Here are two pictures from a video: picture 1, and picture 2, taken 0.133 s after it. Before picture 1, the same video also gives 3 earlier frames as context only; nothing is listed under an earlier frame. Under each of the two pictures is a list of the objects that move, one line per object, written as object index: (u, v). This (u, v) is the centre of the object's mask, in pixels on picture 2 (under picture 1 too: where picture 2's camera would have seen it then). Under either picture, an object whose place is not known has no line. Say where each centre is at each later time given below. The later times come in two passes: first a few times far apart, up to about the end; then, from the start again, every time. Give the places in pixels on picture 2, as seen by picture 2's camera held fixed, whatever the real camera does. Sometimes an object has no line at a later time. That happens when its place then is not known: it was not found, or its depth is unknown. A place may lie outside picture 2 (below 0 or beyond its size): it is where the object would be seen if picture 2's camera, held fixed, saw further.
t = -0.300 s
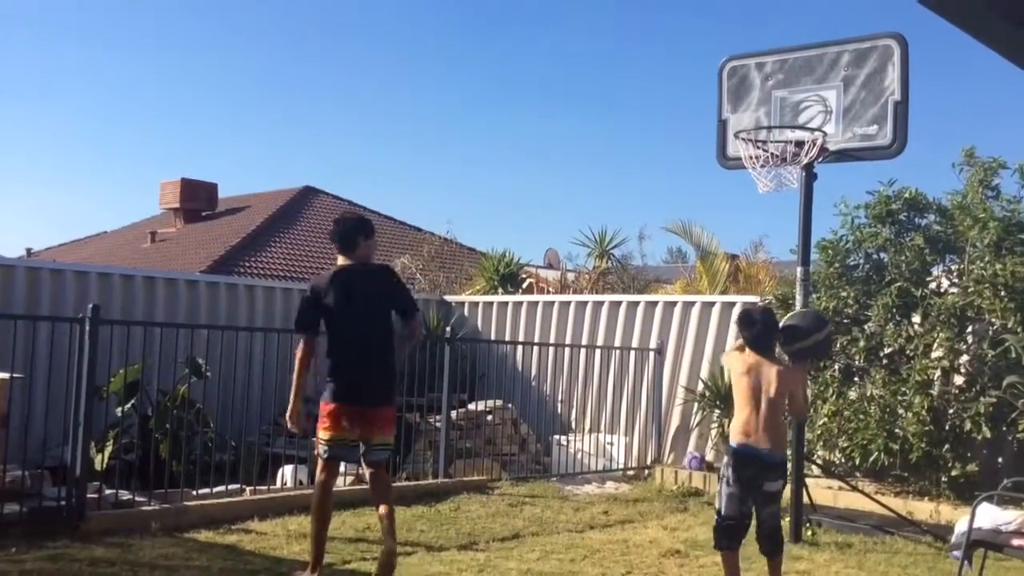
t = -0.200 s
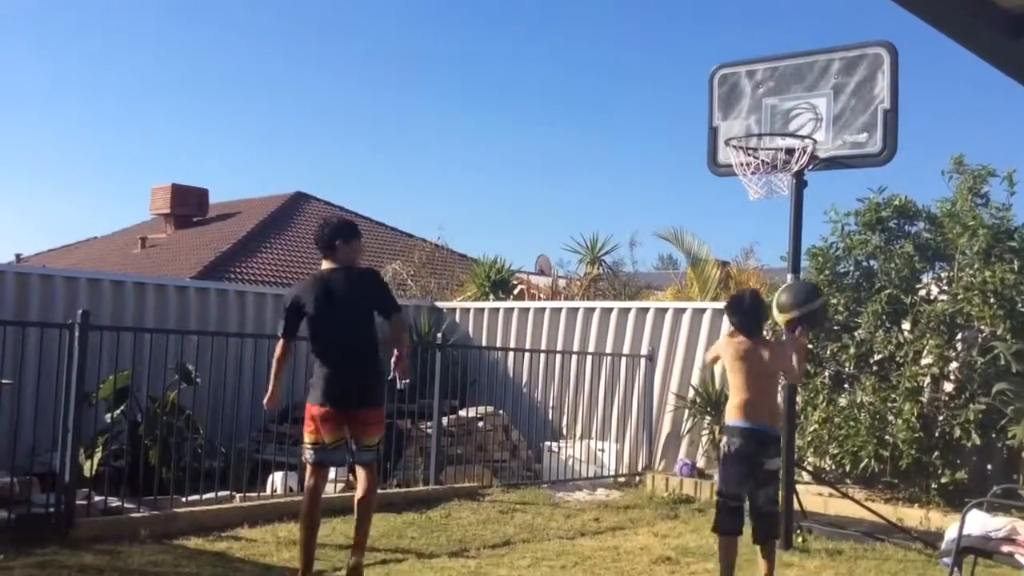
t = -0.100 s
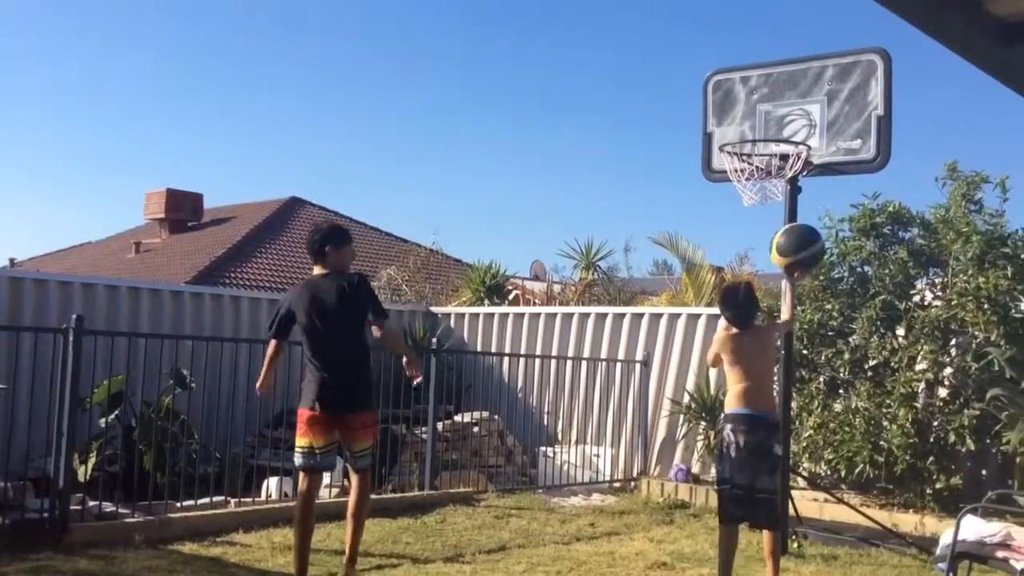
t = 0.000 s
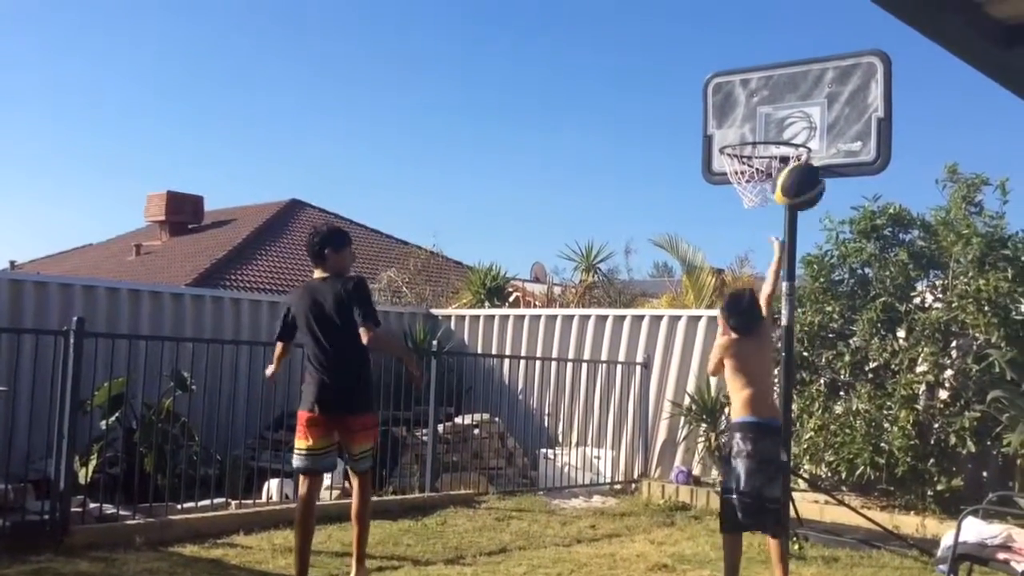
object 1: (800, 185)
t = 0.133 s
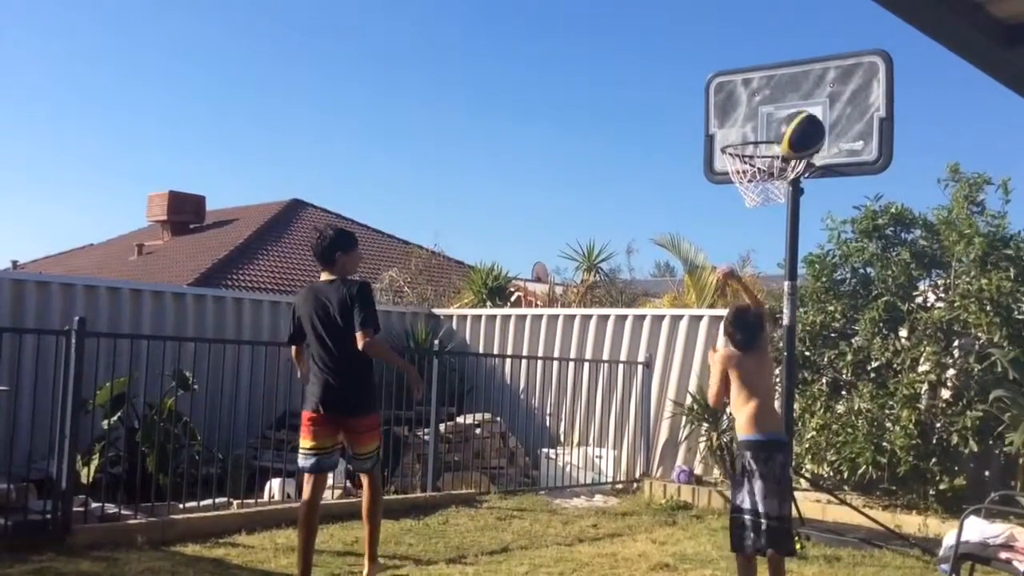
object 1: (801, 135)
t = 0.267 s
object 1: (802, 118)
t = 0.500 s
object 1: (815, 120)
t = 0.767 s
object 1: (837, 144)
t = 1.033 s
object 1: (856, 258)
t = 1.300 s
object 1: (874, 524)
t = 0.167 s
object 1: (800, 129)
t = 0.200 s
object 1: (799, 124)
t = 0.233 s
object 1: (799, 122)
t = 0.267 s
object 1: (802, 118)
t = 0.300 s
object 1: (804, 115)
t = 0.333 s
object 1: (805, 114)
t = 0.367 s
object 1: (808, 115)
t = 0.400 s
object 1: (810, 119)
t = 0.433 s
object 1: (811, 121)
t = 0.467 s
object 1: (813, 120)
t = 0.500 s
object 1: (815, 120)
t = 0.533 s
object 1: (817, 121)
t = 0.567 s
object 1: (818, 125)
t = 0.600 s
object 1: (821, 124)
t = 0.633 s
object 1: (825, 125)
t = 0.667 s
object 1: (828, 127)
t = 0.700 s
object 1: (831, 131)
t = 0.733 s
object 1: (833, 136)
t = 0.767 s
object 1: (837, 144)
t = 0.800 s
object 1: (841, 151)
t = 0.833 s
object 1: (843, 162)
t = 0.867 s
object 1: (845, 172)
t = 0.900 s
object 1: (847, 187)
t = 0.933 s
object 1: (850, 200)
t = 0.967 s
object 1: (851, 216)
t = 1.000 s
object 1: (854, 236)
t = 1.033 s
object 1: (856, 258)
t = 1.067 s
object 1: (858, 281)
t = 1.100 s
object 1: (859, 309)
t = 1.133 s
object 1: (861, 338)
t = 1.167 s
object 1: (865, 369)
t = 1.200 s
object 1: (865, 404)
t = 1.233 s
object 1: (871, 440)
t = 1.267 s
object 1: (870, 481)
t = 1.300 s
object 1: (874, 524)
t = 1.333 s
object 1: (876, 569)
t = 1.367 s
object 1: (877, 543)
